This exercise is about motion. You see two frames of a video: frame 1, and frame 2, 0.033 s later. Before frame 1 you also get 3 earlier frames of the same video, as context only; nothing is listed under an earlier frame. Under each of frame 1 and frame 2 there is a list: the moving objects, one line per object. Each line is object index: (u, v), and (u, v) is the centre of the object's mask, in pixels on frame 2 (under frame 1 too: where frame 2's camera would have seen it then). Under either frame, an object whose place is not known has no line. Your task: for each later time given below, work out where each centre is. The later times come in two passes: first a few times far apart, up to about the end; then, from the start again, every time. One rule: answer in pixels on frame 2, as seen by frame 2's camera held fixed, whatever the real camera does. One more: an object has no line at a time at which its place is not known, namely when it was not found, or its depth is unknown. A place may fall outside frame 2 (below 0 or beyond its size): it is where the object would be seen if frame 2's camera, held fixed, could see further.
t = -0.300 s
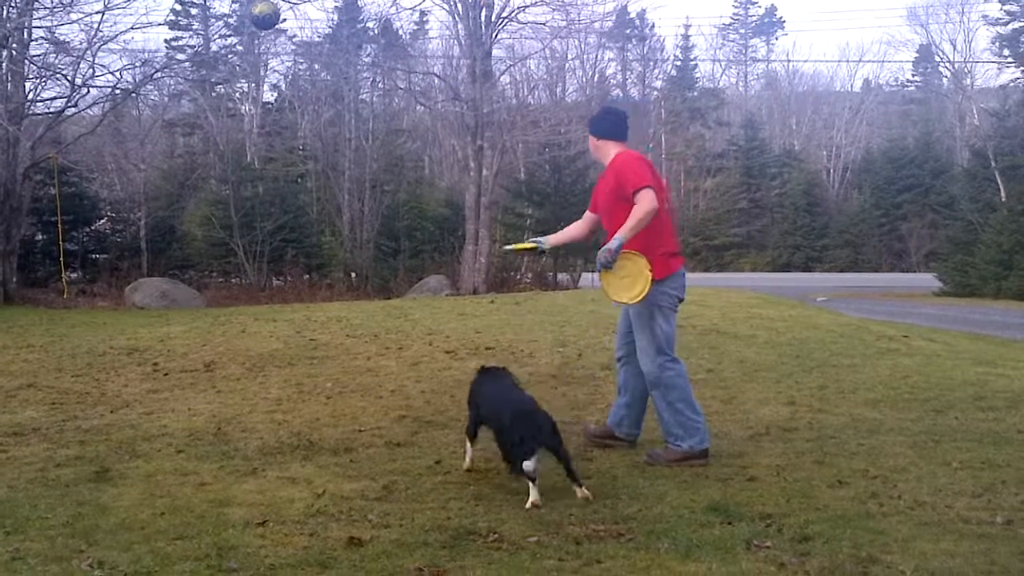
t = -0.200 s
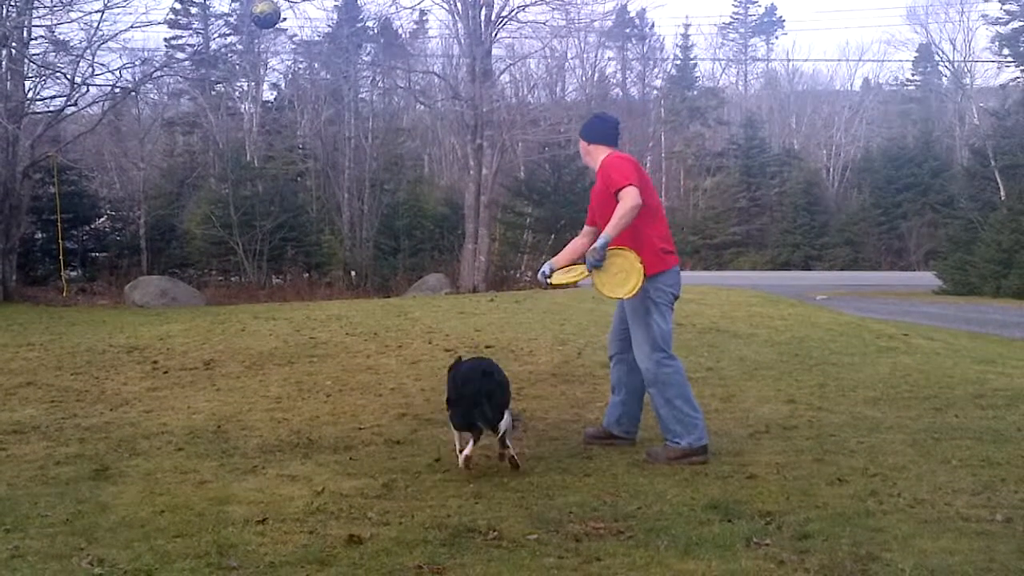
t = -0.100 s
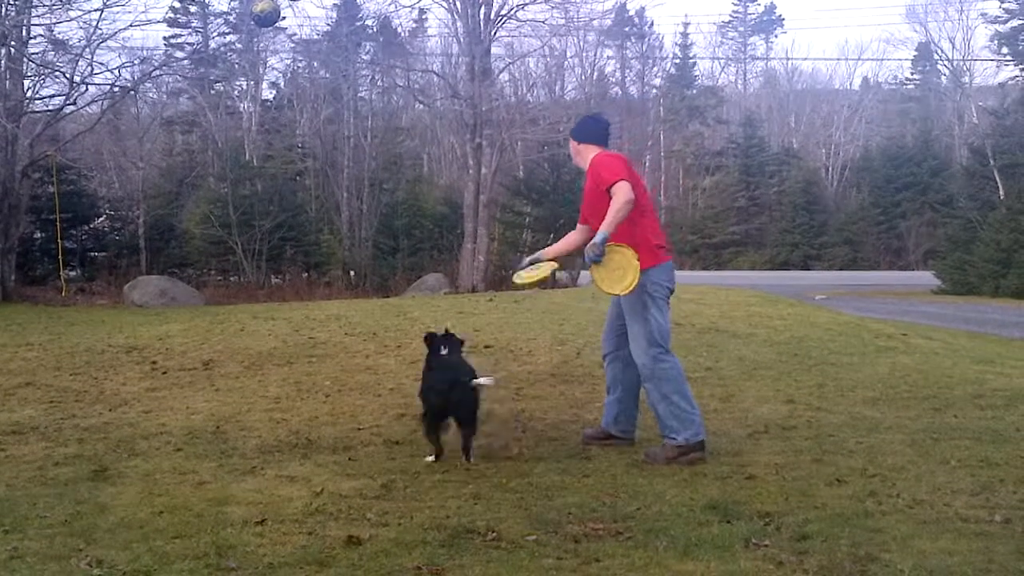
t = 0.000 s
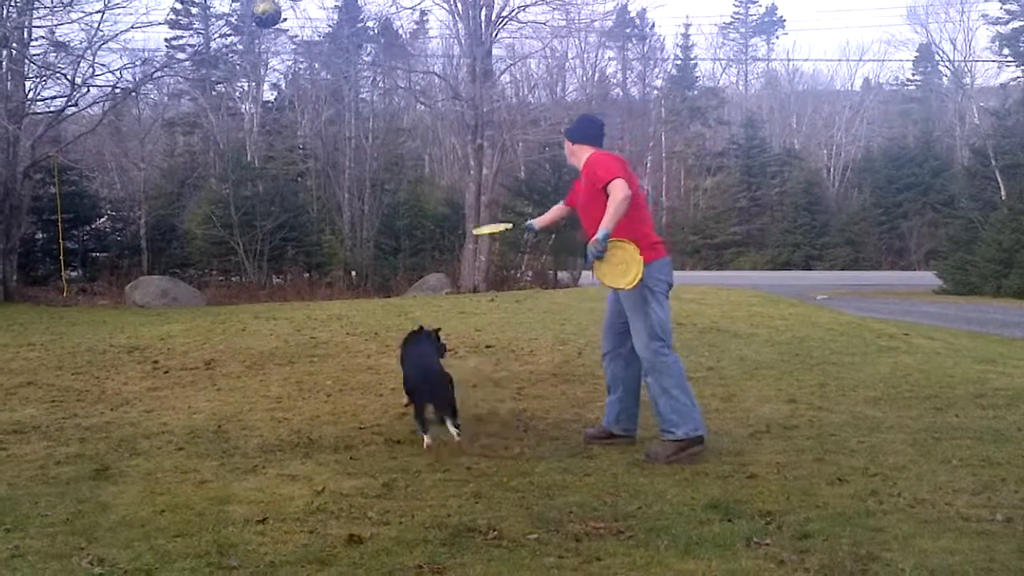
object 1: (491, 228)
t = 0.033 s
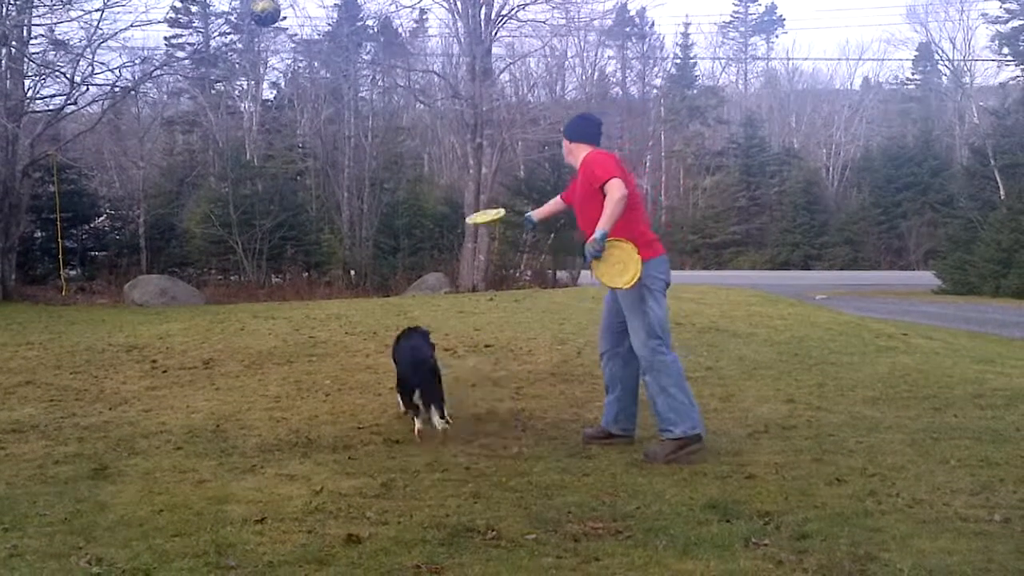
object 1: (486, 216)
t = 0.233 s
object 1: (458, 180)
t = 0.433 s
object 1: (441, 180)
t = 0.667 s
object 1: (426, 191)
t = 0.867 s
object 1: (416, 196)
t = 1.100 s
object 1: (407, 197)
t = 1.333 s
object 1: (398, 204)
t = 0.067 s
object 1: (480, 206)
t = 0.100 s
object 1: (474, 199)
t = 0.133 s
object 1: (470, 192)
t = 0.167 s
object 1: (465, 187)
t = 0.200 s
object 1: (462, 183)
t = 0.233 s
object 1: (458, 180)
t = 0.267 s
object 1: (454, 179)
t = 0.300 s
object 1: (451, 178)
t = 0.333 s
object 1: (448, 178)
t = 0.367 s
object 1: (445, 178)
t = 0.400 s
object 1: (442, 179)
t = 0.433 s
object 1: (441, 180)
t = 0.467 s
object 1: (438, 182)
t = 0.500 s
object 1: (435, 183)
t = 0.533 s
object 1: (433, 185)
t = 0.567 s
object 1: (431, 187)
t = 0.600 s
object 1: (429, 188)
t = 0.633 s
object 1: (427, 190)
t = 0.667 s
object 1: (426, 191)
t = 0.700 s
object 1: (424, 192)
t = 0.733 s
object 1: (423, 193)
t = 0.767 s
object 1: (422, 194)
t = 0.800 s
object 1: (420, 195)
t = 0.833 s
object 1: (418, 195)
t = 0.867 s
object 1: (416, 196)
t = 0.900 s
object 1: (416, 195)
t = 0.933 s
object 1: (414, 196)
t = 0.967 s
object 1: (412, 196)
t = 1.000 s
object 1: (411, 196)
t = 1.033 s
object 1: (409, 197)
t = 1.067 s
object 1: (408, 197)
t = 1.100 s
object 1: (407, 197)
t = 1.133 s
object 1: (405, 198)
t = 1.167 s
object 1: (405, 198)
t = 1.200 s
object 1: (402, 199)
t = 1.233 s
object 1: (401, 200)
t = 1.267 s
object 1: (400, 201)
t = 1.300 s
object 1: (399, 203)
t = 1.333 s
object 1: (398, 204)
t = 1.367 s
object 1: (397, 205)
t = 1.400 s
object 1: (395, 206)
